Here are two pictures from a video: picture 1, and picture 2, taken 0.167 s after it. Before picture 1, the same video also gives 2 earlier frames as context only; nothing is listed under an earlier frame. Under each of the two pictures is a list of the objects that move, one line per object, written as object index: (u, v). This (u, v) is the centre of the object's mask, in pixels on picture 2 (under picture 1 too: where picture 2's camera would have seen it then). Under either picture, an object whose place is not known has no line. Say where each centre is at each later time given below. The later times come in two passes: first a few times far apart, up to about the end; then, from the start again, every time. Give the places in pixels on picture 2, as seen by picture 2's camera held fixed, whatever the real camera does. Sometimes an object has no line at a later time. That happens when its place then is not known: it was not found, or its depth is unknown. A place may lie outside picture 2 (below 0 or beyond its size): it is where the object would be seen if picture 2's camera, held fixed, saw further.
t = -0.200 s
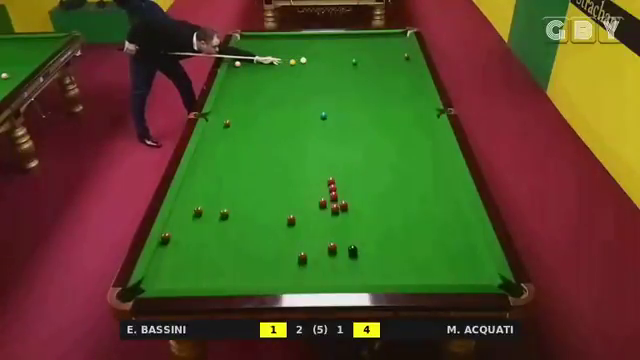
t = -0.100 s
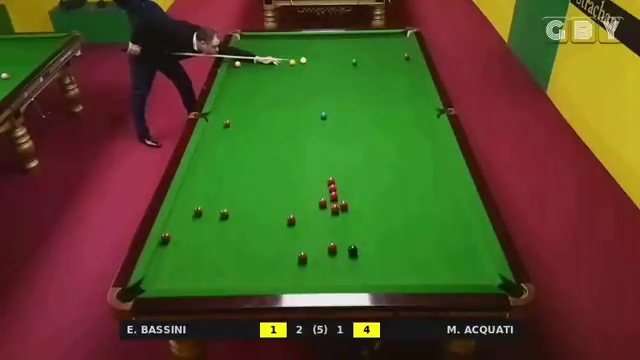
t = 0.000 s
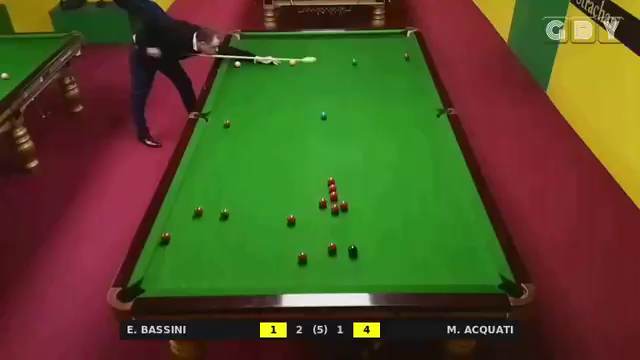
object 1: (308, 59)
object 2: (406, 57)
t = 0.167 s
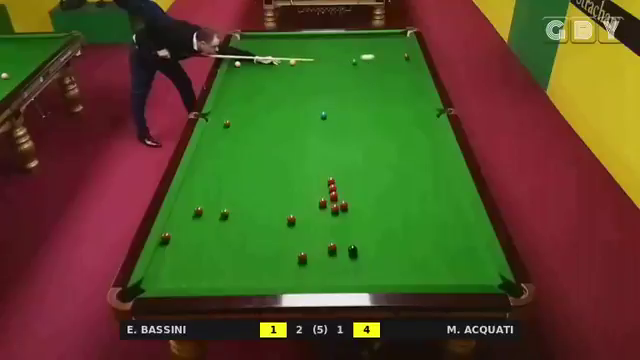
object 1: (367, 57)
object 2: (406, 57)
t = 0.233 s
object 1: (388, 56)
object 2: (406, 57)
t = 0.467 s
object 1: (410, 47)
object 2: (384, 60)
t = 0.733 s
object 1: (395, 39)
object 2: (340, 66)
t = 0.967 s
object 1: (383, 34)
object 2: (301, 70)
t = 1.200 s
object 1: (372, 39)
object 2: (262, 74)
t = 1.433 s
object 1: (361, 44)
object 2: (228, 77)
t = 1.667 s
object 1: (351, 49)
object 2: (255, 80)
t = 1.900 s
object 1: (341, 54)
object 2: (279, 81)
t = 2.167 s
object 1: (329, 59)
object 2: (307, 83)
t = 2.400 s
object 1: (319, 64)
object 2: (331, 84)
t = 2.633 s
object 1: (309, 69)
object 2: (353, 85)
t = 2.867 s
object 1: (298, 74)
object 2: (376, 86)
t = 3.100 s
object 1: (288, 78)
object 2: (399, 87)
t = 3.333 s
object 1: (278, 83)
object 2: (422, 88)
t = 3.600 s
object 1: (268, 88)
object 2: (410, 90)
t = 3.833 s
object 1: (258, 93)
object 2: (396, 91)
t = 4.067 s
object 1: (249, 97)
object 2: (383, 91)
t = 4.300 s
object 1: (240, 102)
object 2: (369, 93)
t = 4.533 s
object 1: (231, 106)
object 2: (357, 93)
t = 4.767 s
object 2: (346, 94)
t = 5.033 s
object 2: (333, 95)
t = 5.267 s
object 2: (322, 96)
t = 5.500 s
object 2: (313, 97)
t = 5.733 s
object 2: (303, 98)
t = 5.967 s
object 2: (294, 98)
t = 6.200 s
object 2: (286, 99)
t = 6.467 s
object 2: (278, 100)
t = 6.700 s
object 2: (271, 100)
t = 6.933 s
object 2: (265, 100)
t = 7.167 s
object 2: (259, 101)
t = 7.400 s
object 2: (255, 101)
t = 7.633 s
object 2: (250, 102)
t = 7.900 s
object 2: (246, 102)
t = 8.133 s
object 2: (243, 102)
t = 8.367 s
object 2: (241, 102)
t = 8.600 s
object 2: (240, 102)
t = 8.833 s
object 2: (239, 103)
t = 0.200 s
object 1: (378, 56)
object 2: (406, 57)
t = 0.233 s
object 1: (388, 56)
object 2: (406, 57)
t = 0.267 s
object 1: (398, 55)
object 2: (407, 57)
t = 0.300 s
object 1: (402, 54)
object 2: (410, 57)
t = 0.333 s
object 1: (404, 52)
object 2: (410, 58)
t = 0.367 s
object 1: (405, 51)
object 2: (403, 58)
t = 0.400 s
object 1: (406, 50)
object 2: (396, 59)
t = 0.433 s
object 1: (408, 48)
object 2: (390, 60)
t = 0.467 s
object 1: (410, 47)
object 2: (384, 60)
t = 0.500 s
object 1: (408, 46)
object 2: (379, 61)
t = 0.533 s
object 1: (405, 45)
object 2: (374, 62)
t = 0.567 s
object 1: (404, 44)
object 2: (368, 62)
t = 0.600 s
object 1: (402, 43)
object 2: (362, 63)
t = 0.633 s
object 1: (400, 42)
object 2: (357, 63)
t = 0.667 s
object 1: (398, 41)
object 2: (352, 64)
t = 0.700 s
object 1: (396, 40)
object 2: (346, 66)
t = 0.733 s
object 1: (395, 39)
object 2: (340, 66)
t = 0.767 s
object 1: (393, 39)
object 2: (335, 67)
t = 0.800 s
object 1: (391, 37)
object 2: (329, 67)
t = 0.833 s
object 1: (389, 36)
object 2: (324, 68)
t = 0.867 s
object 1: (387, 35)
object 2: (318, 68)
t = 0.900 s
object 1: (386, 34)
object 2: (313, 69)
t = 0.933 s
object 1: (384, 33)
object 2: (307, 69)
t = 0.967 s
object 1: (383, 34)
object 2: (301, 70)
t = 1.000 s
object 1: (381, 35)
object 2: (296, 70)
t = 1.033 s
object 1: (379, 35)
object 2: (290, 71)
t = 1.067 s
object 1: (378, 36)
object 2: (284, 72)
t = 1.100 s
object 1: (376, 37)
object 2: (278, 72)
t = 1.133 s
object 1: (375, 38)
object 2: (273, 73)
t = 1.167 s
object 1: (374, 38)
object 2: (267, 74)
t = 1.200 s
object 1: (372, 39)
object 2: (262, 74)
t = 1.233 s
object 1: (371, 40)
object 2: (256, 74)
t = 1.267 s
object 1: (369, 40)
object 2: (250, 75)
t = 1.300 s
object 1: (367, 41)
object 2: (244, 76)
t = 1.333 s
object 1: (366, 42)
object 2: (239, 76)
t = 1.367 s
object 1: (364, 43)
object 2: (232, 77)
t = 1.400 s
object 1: (363, 43)
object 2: (228, 77)
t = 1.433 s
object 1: (361, 44)
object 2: (228, 77)
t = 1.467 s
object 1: (360, 45)
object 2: (232, 78)
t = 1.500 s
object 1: (358, 45)
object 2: (236, 78)
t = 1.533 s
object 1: (357, 46)
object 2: (239, 78)
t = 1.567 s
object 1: (355, 47)
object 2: (243, 78)
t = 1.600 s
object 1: (354, 48)
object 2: (248, 79)
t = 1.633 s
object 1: (352, 48)
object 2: (251, 79)
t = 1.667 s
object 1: (351, 49)
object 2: (255, 80)
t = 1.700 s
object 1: (350, 50)
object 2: (258, 79)
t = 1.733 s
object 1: (348, 50)
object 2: (262, 80)
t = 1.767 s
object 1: (347, 51)
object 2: (265, 80)
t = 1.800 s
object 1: (345, 52)
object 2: (268, 80)
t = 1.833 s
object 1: (343, 52)
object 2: (272, 80)
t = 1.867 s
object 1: (342, 53)
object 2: (275, 80)
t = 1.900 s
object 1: (341, 54)
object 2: (279, 81)
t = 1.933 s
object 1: (339, 54)
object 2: (282, 81)
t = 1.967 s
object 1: (338, 55)
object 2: (285, 81)
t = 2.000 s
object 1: (336, 56)
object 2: (290, 81)
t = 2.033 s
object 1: (335, 57)
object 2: (293, 82)
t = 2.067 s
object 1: (333, 57)
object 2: (296, 82)
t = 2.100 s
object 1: (332, 58)
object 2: (300, 82)
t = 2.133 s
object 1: (330, 59)
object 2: (303, 82)
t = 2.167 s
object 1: (329, 59)
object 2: (307, 83)
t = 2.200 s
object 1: (327, 60)
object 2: (310, 83)
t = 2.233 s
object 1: (326, 61)
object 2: (313, 83)
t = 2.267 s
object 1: (324, 61)
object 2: (316, 83)
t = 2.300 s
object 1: (323, 62)
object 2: (320, 83)
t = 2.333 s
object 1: (321, 63)
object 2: (323, 83)
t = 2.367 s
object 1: (320, 64)
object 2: (327, 84)
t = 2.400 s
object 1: (319, 64)
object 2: (331, 84)
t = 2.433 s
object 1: (317, 65)
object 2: (333, 84)
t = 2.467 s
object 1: (315, 66)
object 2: (337, 84)
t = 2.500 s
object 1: (314, 66)
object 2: (340, 84)
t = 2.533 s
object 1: (313, 67)
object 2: (343, 84)
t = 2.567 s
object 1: (311, 68)
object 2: (347, 85)
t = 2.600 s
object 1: (310, 68)
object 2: (350, 85)
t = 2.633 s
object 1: (309, 69)
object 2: (353, 85)
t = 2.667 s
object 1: (307, 70)
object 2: (357, 85)
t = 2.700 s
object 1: (306, 70)
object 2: (360, 85)
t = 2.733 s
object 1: (304, 71)
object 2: (363, 86)
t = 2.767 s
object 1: (303, 72)
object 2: (366, 86)
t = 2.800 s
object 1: (301, 72)
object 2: (370, 86)
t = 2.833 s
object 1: (300, 73)
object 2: (373, 86)
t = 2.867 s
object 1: (298, 74)
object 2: (376, 86)
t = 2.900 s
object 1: (297, 75)
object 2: (379, 86)
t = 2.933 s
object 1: (296, 75)
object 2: (383, 87)
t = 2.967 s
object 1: (294, 76)
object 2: (386, 87)
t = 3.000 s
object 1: (293, 76)
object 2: (389, 87)
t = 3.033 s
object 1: (291, 77)
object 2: (392, 87)
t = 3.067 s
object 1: (290, 78)
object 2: (396, 87)
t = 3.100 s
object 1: (288, 78)
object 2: (399, 87)
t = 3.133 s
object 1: (287, 79)
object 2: (402, 88)
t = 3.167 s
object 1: (285, 80)
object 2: (405, 87)
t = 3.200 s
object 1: (284, 80)
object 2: (409, 88)
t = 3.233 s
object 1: (283, 81)
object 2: (412, 88)
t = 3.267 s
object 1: (282, 82)
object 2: (415, 88)
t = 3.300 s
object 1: (280, 82)
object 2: (419, 88)
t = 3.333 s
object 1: (278, 83)
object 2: (422, 88)
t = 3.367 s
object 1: (277, 84)
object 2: (424, 88)
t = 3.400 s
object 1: (276, 84)
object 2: (423, 89)
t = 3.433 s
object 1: (274, 85)
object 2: (420, 89)
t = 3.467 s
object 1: (273, 86)
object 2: (418, 89)
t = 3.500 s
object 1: (272, 86)
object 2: (416, 89)
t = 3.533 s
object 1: (270, 87)
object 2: (414, 89)
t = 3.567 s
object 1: (269, 88)
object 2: (412, 90)
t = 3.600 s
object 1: (268, 88)
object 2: (410, 90)
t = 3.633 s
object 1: (266, 89)
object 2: (408, 90)
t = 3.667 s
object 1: (265, 90)
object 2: (406, 90)
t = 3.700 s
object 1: (263, 90)
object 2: (404, 90)
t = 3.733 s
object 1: (262, 91)
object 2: (402, 90)
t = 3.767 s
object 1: (261, 91)
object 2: (400, 91)
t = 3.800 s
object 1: (259, 92)
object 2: (398, 91)
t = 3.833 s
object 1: (258, 93)
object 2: (396, 91)
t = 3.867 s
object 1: (256, 93)
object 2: (394, 91)
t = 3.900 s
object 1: (255, 94)
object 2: (392, 91)
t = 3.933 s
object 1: (254, 95)
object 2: (390, 91)
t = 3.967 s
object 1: (253, 95)
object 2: (388, 91)
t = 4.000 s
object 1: (251, 96)
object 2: (386, 91)
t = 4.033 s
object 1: (250, 96)
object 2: (384, 91)
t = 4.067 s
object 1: (249, 97)
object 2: (383, 91)
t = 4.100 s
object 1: (248, 98)
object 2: (380, 91)
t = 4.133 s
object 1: (246, 98)
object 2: (379, 92)
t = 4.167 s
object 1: (245, 99)
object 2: (377, 92)
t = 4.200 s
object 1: (244, 100)
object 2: (375, 92)
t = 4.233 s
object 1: (243, 100)
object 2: (373, 92)
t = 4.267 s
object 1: (241, 101)
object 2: (371, 93)
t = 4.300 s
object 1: (240, 102)
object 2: (369, 93)
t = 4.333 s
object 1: (239, 102)
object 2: (367, 93)
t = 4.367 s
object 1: (237, 103)
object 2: (366, 93)
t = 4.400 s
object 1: (236, 103)
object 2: (364, 93)
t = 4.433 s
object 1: (235, 104)
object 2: (362, 93)
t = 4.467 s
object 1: (233, 104)
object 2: (360, 93)
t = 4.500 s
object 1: (232, 105)
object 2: (359, 93)
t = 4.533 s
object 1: (231, 106)
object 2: (357, 93)
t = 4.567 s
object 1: (230, 106)
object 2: (355, 93)
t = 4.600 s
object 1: (228, 107)
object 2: (354, 94)
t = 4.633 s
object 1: (227, 107)
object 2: (352, 94)
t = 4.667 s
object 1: (226, 108)
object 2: (350, 94)
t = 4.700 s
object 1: (225, 109)
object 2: (349, 94)
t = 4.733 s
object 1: (224, 109)
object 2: (347, 94)
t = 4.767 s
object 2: (346, 94)
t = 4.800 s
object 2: (344, 94)
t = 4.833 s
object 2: (342, 94)
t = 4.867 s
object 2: (341, 95)
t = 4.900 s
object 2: (339, 95)
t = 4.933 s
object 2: (337, 95)
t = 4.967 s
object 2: (336, 95)
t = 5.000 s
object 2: (334, 95)
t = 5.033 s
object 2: (333, 95)
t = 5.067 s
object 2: (331, 96)
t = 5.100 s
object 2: (330, 96)
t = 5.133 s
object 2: (328, 96)
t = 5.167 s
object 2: (327, 96)
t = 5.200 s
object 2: (325, 96)
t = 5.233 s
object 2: (324, 96)
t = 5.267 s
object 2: (322, 96)
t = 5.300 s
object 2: (321, 96)
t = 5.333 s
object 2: (320, 96)
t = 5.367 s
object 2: (318, 97)
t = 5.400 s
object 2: (317, 96)
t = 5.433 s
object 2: (315, 97)
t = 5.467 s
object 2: (314, 97)
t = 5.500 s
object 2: (313, 97)
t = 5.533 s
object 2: (311, 97)
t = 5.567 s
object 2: (310, 97)
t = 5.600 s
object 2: (308, 97)
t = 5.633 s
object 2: (307, 97)
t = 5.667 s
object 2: (306, 97)
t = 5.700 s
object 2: (304, 98)
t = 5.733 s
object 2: (303, 98)
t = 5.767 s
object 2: (302, 98)
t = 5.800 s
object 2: (301, 98)
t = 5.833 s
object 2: (300, 98)
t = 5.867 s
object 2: (298, 98)
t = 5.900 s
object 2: (297, 98)
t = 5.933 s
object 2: (296, 98)
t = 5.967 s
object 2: (294, 98)
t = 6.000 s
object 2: (293, 98)
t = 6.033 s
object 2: (292, 99)
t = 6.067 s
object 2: (291, 99)
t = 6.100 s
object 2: (290, 99)
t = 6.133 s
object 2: (289, 99)
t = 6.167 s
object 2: (288, 99)
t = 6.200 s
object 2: (286, 99)
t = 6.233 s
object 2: (285, 99)
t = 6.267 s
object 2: (284, 99)
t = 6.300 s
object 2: (284, 99)
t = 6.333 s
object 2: (282, 99)
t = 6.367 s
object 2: (281, 99)
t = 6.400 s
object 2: (280, 99)
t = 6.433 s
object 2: (279, 100)
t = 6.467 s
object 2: (278, 100)
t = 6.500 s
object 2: (277, 100)
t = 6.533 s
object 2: (276, 100)
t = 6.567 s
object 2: (275, 100)
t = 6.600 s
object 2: (274, 100)
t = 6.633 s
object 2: (273, 100)
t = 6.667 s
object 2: (272, 100)
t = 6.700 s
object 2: (271, 100)
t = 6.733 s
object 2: (270, 100)
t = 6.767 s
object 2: (269, 100)
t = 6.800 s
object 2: (269, 100)
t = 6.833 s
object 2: (268, 100)
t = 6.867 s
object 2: (267, 100)
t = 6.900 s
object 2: (266, 100)
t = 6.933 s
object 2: (265, 100)
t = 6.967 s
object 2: (264, 100)
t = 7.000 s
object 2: (263, 101)
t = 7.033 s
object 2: (262, 101)
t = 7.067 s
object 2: (262, 101)
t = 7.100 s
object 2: (261, 101)
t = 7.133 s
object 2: (260, 101)
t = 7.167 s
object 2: (259, 101)
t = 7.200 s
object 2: (259, 101)
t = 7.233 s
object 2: (258, 101)
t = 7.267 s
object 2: (257, 101)
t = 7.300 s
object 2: (256, 101)
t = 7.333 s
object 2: (256, 101)
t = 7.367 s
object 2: (255, 101)
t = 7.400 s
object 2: (255, 101)
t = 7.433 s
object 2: (254, 101)
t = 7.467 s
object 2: (253, 101)
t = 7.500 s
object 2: (252, 102)
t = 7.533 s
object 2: (252, 102)
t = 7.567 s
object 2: (251, 102)
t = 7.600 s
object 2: (251, 102)
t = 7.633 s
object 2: (250, 102)
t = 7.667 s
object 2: (250, 102)
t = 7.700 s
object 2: (249, 102)
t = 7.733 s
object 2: (248, 102)
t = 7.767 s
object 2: (248, 102)
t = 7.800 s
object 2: (247, 102)
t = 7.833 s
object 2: (247, 102)
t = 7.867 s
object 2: (246, 102)
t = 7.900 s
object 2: (246, 102)
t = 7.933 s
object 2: (245, 102)
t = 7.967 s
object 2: (245, 102)
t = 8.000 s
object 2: (245, 102)
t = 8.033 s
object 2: (244, 102)
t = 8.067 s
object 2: (244, 102)
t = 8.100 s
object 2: (244, 102)
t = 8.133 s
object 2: (243, 102)
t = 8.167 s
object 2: (243, 102)
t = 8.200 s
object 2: (242, 102)
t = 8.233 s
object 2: (242, 102)
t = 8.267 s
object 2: (242, 102)
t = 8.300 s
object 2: (241, 102)
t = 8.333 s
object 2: (241, 102)
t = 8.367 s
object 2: (241, 102)
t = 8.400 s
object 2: (241, 102)
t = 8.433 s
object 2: (241, 102)
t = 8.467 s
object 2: (241, 102)
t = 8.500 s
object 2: (240, 102)
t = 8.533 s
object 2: (240, 102)
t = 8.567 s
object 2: (240, 102)
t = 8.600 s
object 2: (240, 102)
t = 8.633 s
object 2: (240, 102)
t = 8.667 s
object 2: (240, 102)
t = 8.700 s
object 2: (240, 103)
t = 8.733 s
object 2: (240, 102)
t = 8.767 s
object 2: (240, 102)
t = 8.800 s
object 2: (240, 102)
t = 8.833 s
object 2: (239, 103)
